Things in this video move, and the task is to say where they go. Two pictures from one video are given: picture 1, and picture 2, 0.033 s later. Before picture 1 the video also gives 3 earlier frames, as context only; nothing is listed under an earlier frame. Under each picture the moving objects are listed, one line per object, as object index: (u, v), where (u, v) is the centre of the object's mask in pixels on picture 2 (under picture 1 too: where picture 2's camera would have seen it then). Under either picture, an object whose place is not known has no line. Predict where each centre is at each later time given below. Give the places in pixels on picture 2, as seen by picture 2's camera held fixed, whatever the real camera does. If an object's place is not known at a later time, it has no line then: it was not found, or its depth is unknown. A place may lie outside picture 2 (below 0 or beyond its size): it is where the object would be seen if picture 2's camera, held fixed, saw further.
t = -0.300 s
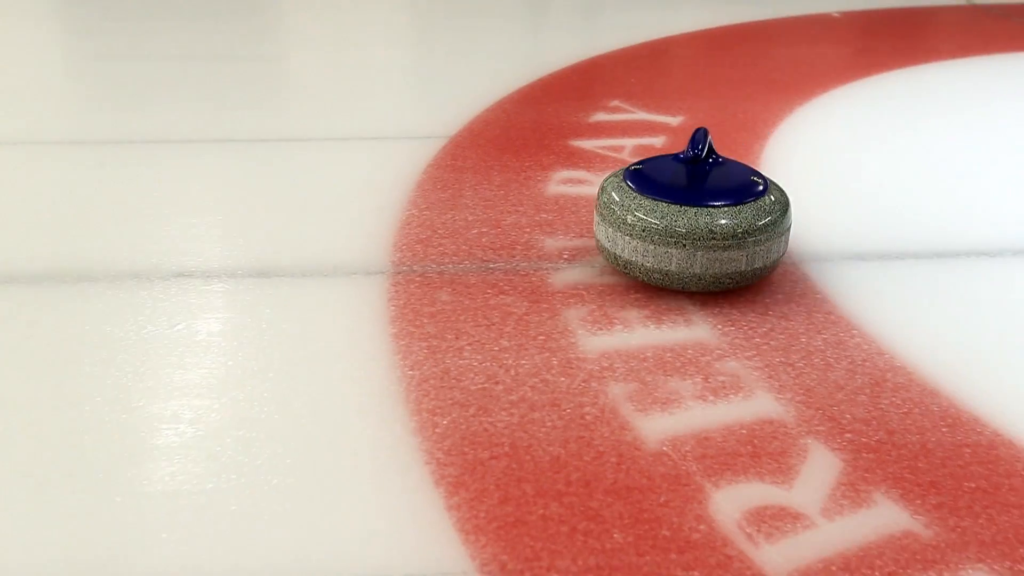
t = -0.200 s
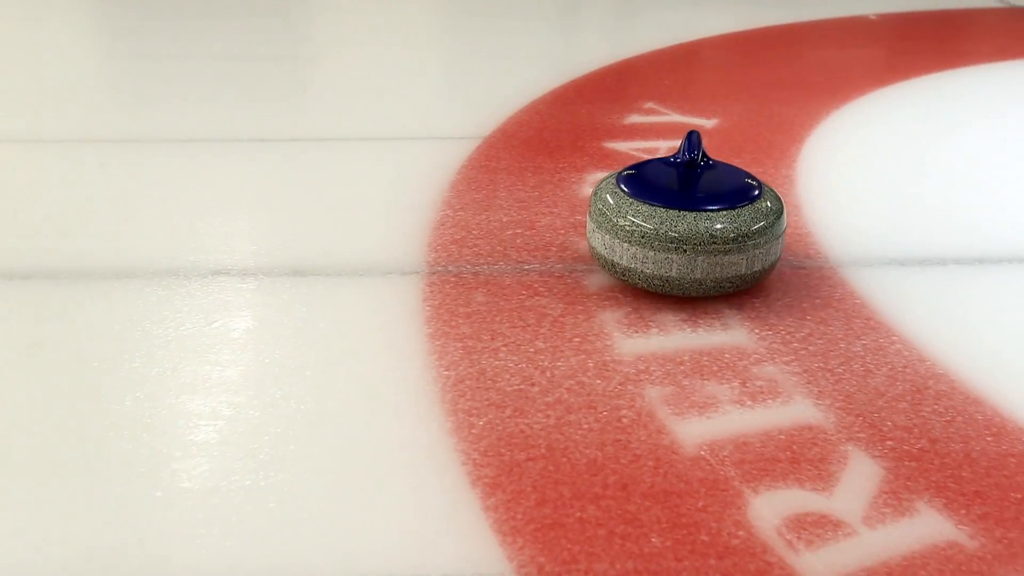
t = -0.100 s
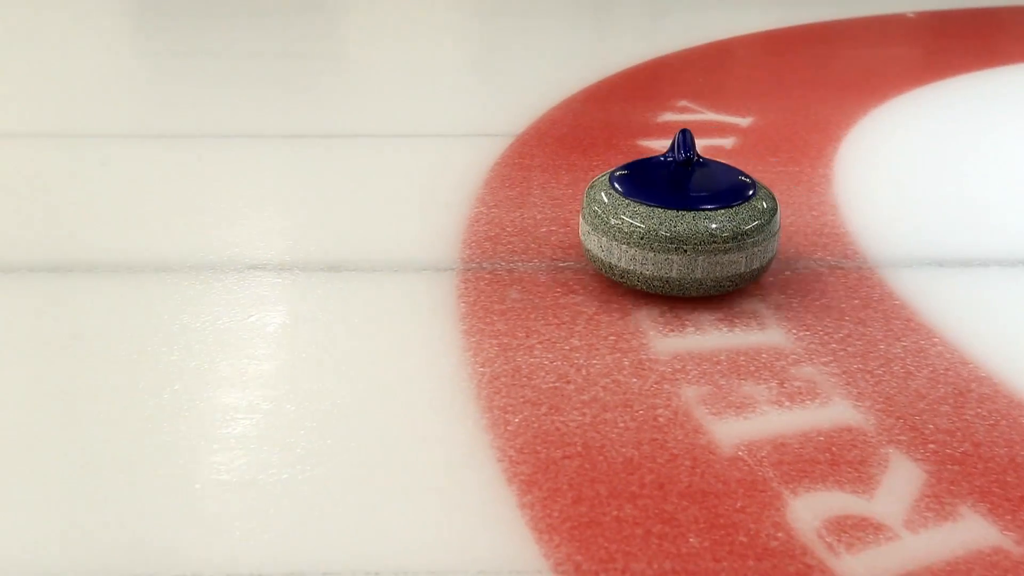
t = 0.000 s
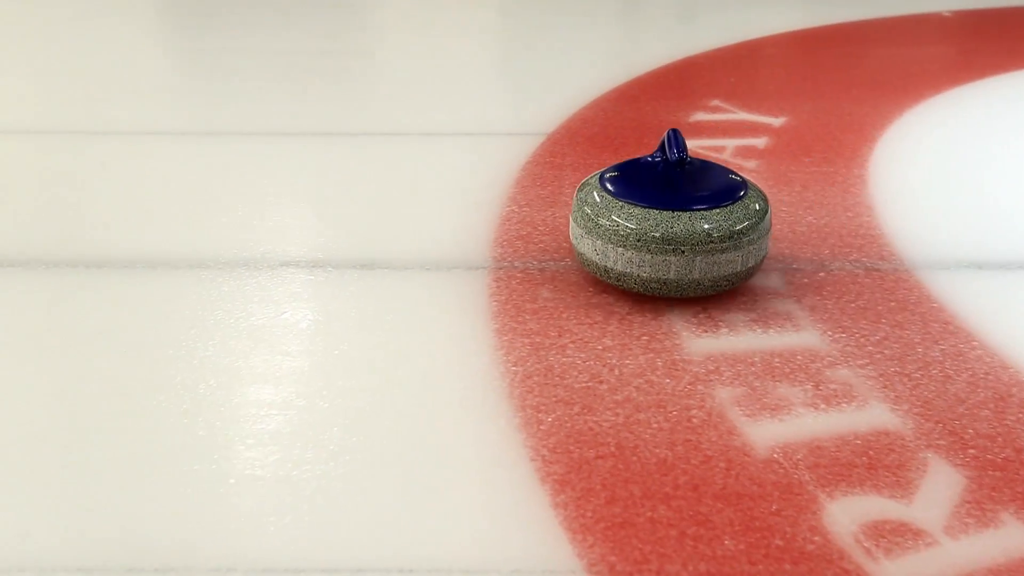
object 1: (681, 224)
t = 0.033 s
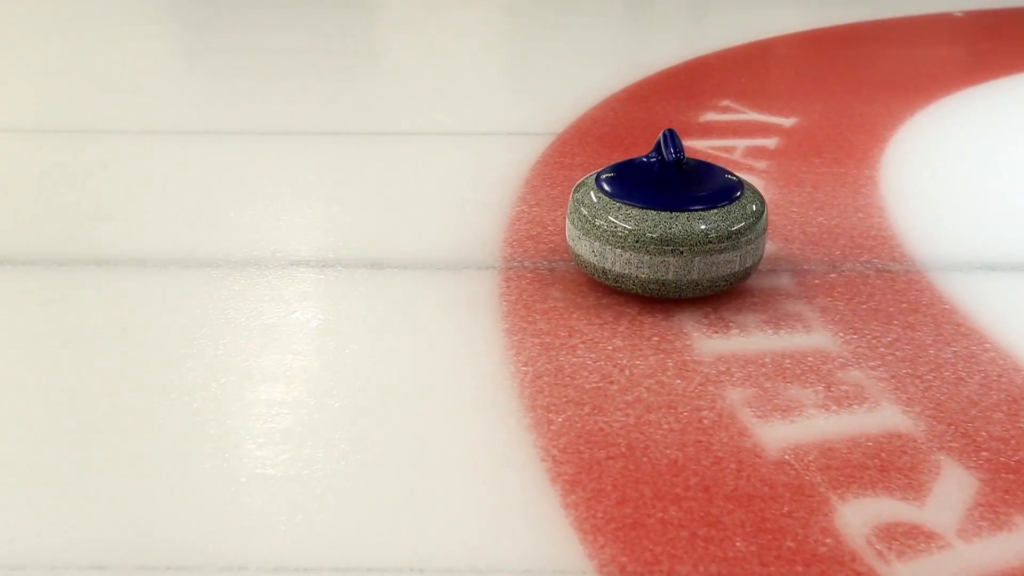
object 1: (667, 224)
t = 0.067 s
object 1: (652, 224)
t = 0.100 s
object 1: (638, 224)
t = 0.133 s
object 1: (624, 224)
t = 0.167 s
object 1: (610, 224)
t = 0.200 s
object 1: (596, 224)
